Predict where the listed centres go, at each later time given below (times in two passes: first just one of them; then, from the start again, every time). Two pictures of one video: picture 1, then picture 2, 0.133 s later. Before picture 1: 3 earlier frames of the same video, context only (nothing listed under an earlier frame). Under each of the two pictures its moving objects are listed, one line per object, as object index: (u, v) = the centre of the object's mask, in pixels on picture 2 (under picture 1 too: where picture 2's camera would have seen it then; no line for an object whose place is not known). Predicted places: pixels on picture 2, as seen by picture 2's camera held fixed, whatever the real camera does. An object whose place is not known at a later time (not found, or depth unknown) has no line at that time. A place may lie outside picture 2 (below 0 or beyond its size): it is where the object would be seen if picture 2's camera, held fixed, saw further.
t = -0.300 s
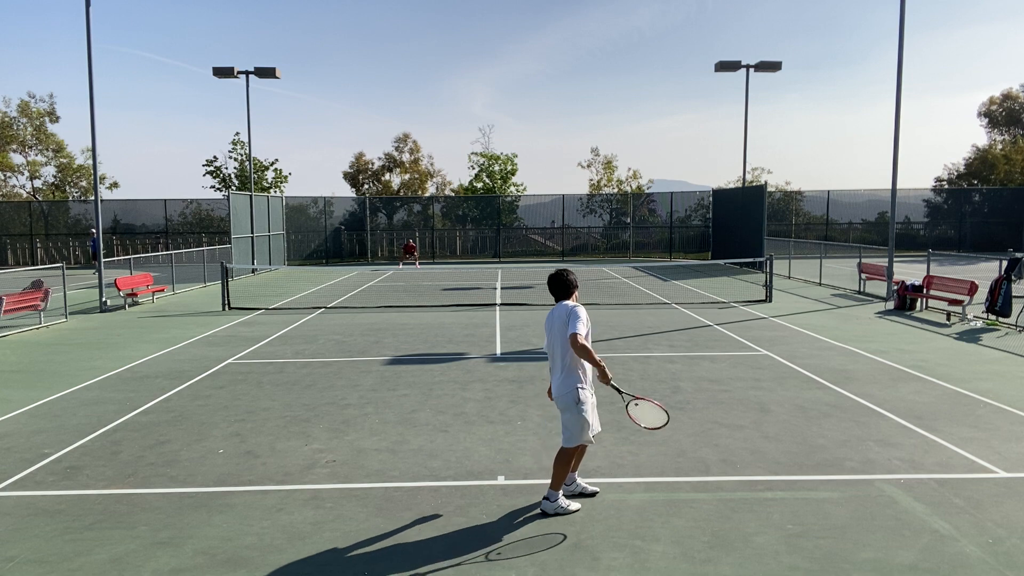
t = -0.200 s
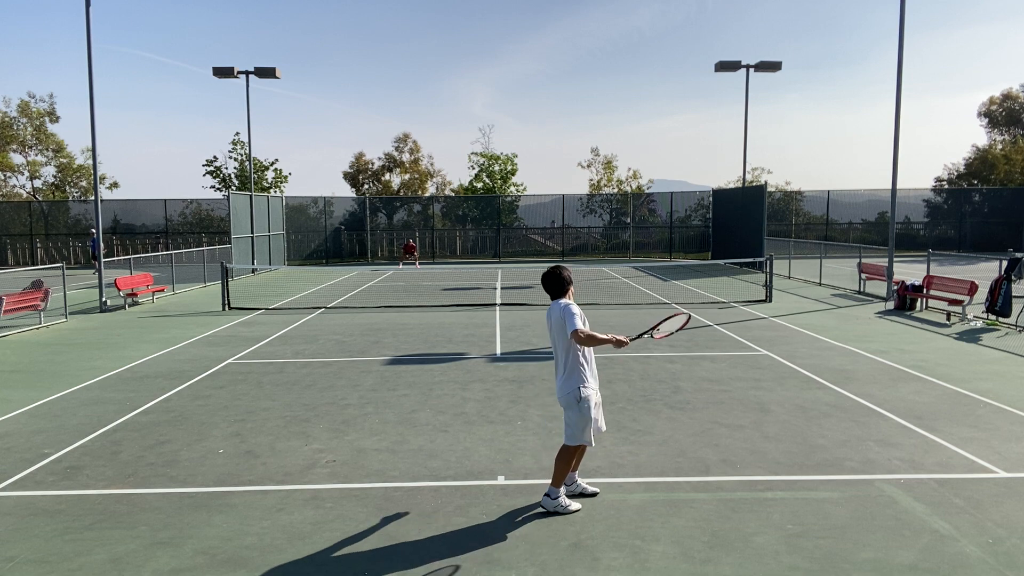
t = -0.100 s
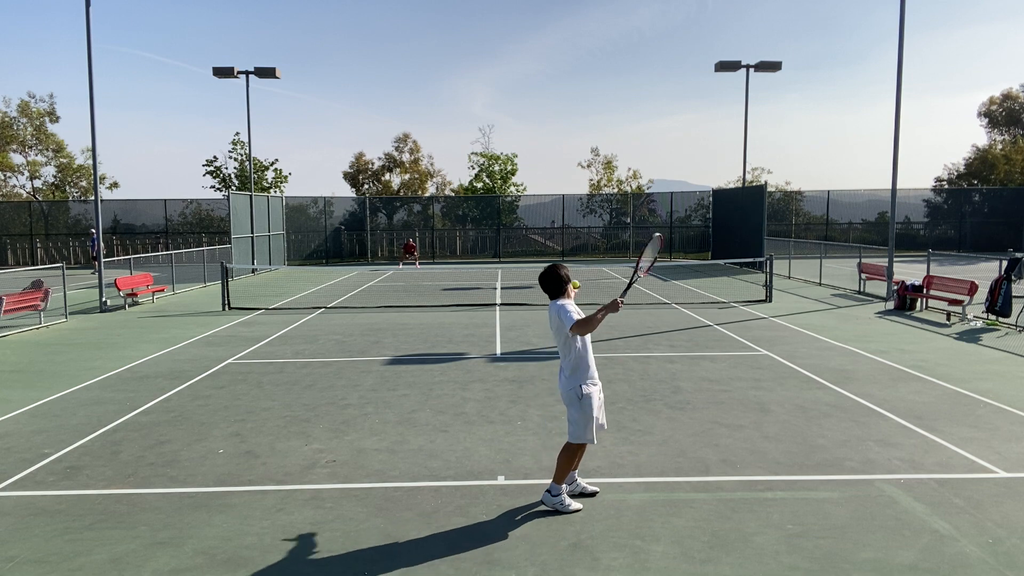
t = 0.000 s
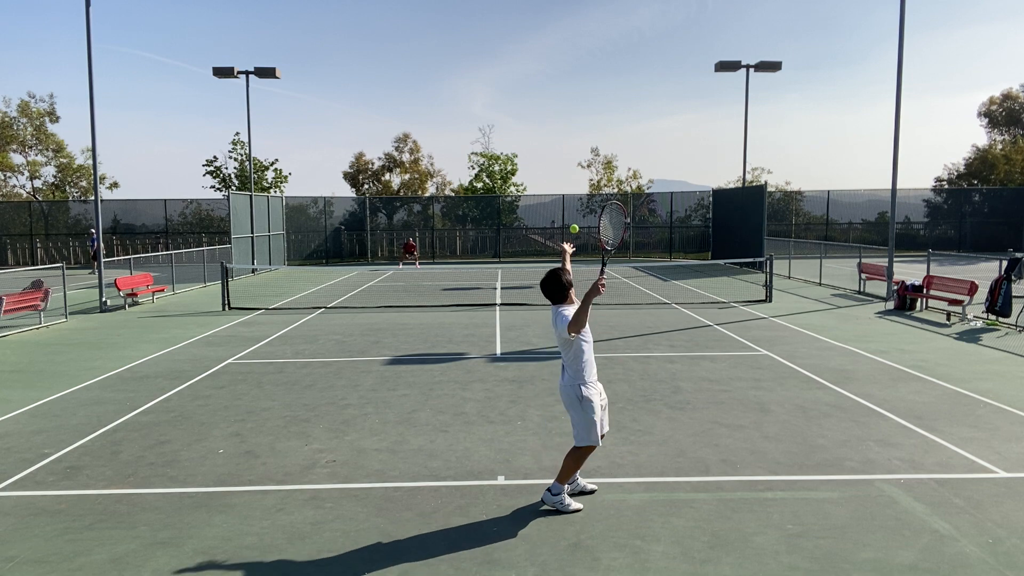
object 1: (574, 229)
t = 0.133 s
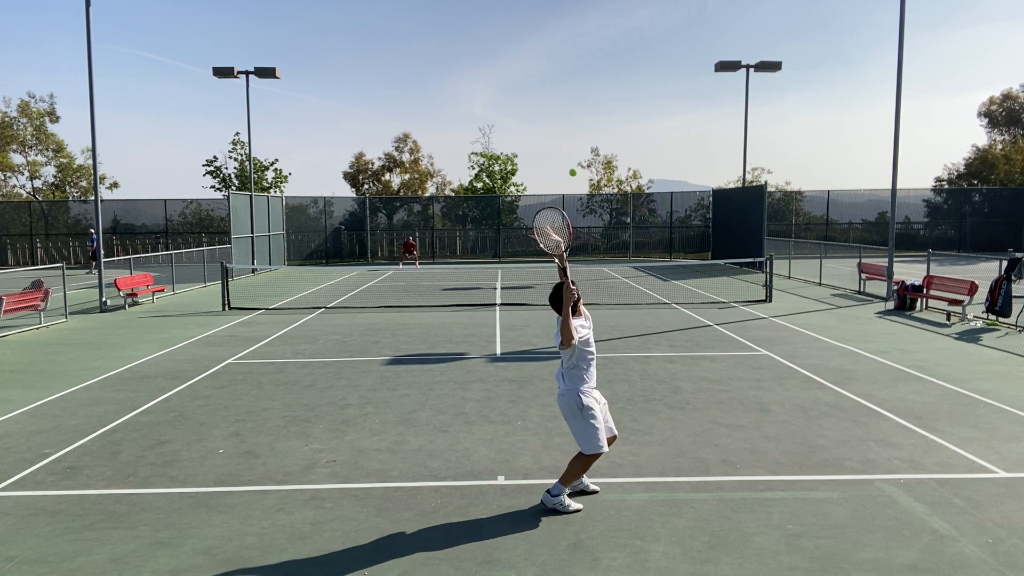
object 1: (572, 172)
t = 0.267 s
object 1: (571, 137)
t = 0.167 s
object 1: (572, 161)
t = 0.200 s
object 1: (572, 152)
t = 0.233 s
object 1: (572, 143)
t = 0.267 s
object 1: (571, 137)
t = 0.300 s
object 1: (571, 131)
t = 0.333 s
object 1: (571, 127)
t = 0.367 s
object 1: (571, 124)
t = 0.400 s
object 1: (570, 122)
